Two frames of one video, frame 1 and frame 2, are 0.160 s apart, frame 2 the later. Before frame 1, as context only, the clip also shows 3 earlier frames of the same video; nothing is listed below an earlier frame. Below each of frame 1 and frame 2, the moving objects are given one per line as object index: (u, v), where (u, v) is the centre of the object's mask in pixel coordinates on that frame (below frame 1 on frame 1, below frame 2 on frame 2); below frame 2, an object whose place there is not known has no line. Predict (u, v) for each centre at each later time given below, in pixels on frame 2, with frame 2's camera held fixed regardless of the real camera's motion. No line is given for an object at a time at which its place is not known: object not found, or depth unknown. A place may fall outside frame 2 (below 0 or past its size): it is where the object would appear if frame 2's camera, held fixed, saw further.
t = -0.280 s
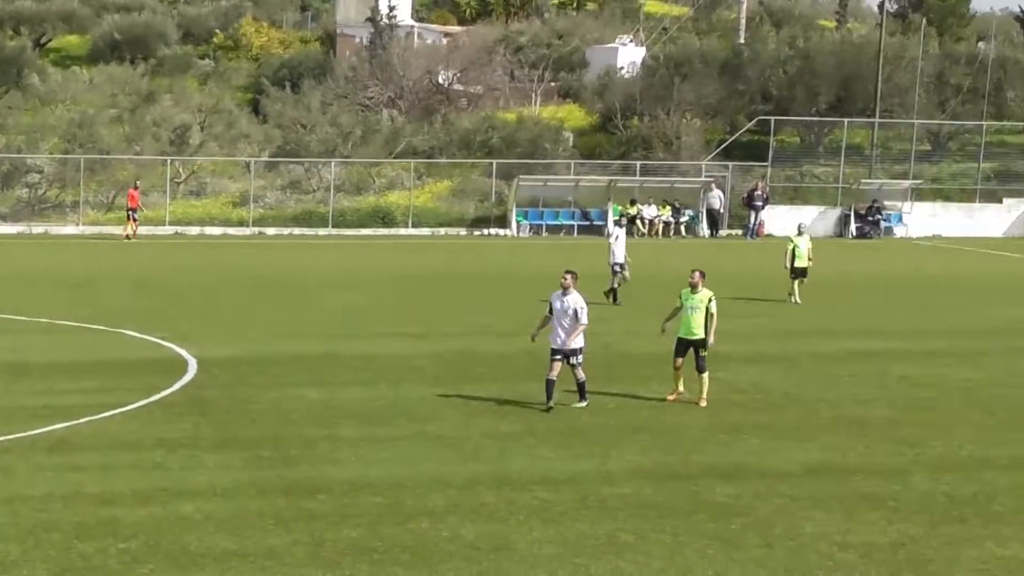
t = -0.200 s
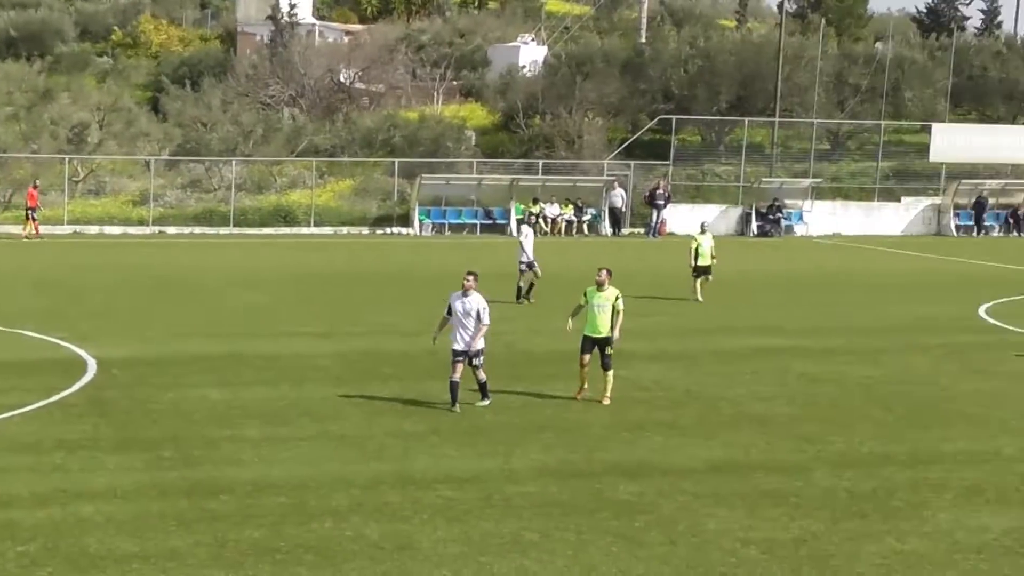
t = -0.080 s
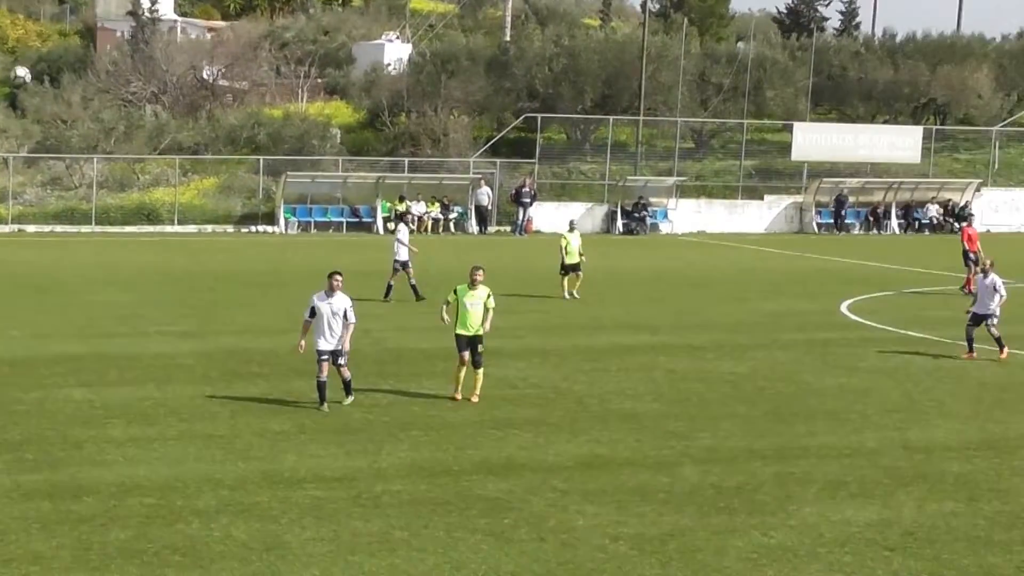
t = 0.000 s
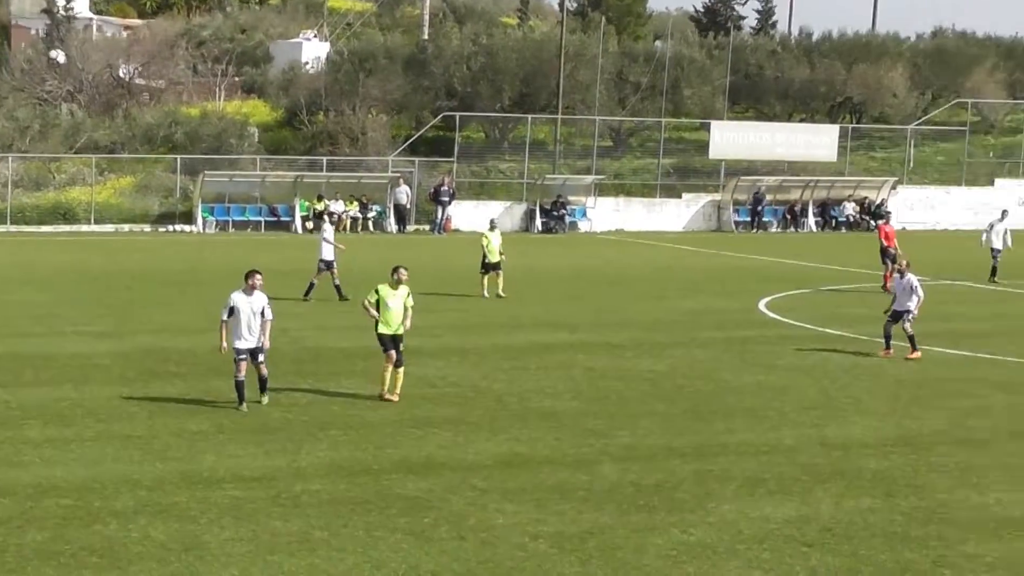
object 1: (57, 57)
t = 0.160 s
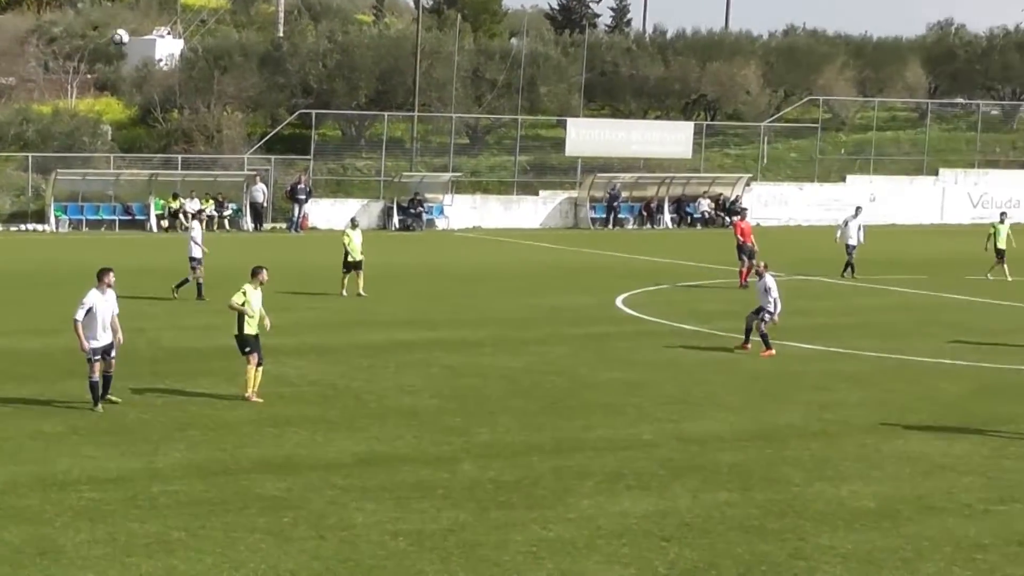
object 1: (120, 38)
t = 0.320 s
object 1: (301, 38)
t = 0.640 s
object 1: (564, 74)
